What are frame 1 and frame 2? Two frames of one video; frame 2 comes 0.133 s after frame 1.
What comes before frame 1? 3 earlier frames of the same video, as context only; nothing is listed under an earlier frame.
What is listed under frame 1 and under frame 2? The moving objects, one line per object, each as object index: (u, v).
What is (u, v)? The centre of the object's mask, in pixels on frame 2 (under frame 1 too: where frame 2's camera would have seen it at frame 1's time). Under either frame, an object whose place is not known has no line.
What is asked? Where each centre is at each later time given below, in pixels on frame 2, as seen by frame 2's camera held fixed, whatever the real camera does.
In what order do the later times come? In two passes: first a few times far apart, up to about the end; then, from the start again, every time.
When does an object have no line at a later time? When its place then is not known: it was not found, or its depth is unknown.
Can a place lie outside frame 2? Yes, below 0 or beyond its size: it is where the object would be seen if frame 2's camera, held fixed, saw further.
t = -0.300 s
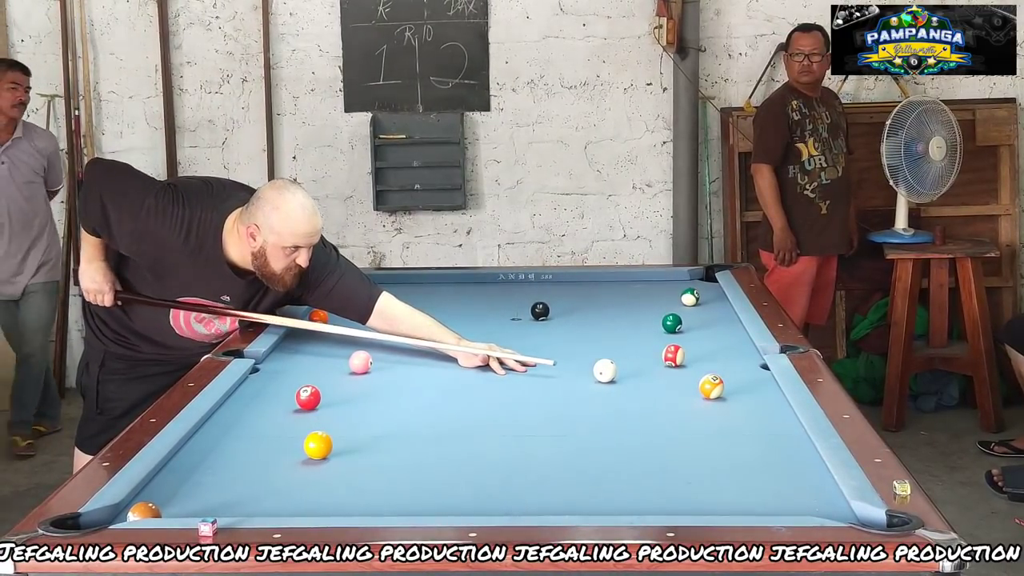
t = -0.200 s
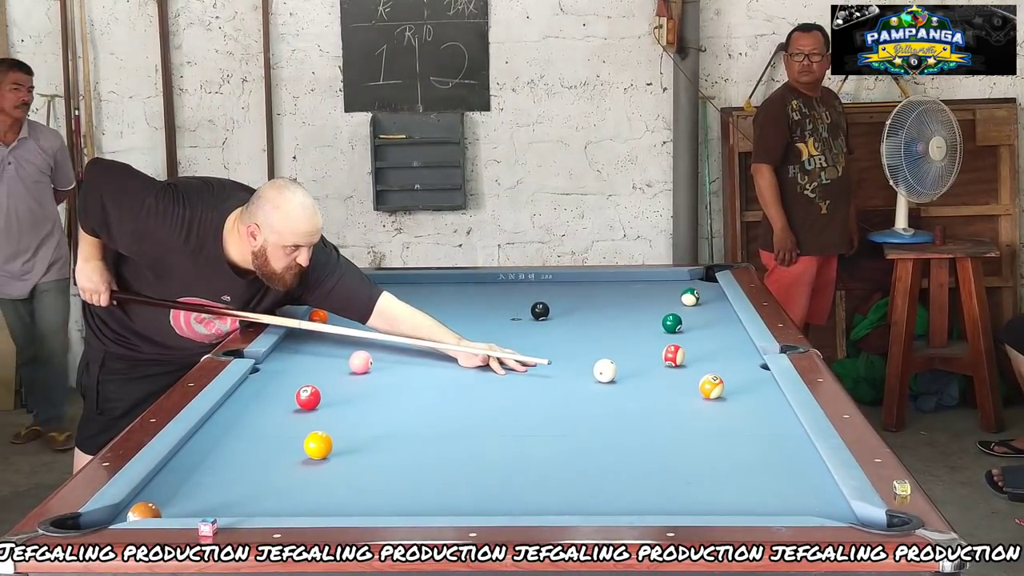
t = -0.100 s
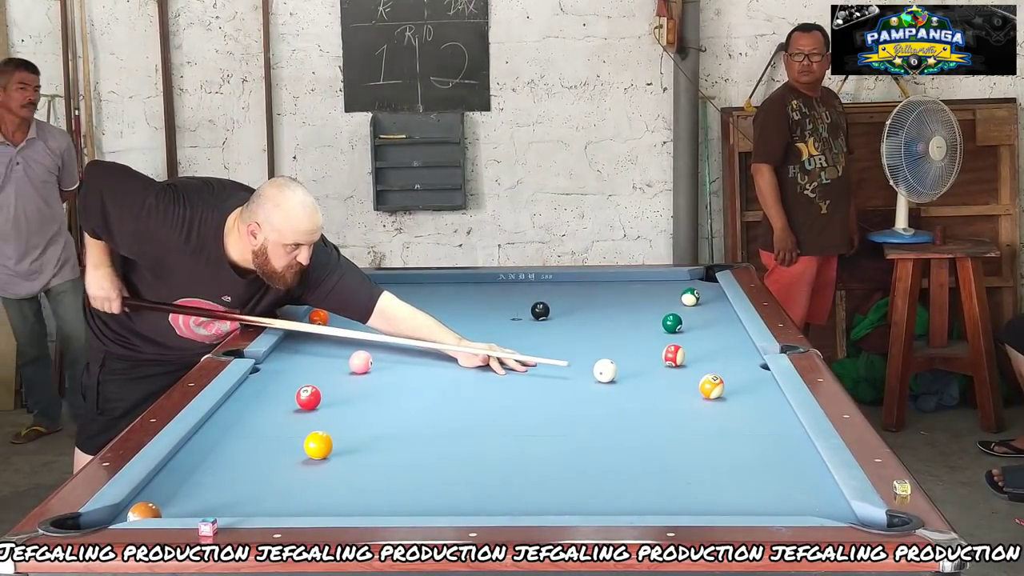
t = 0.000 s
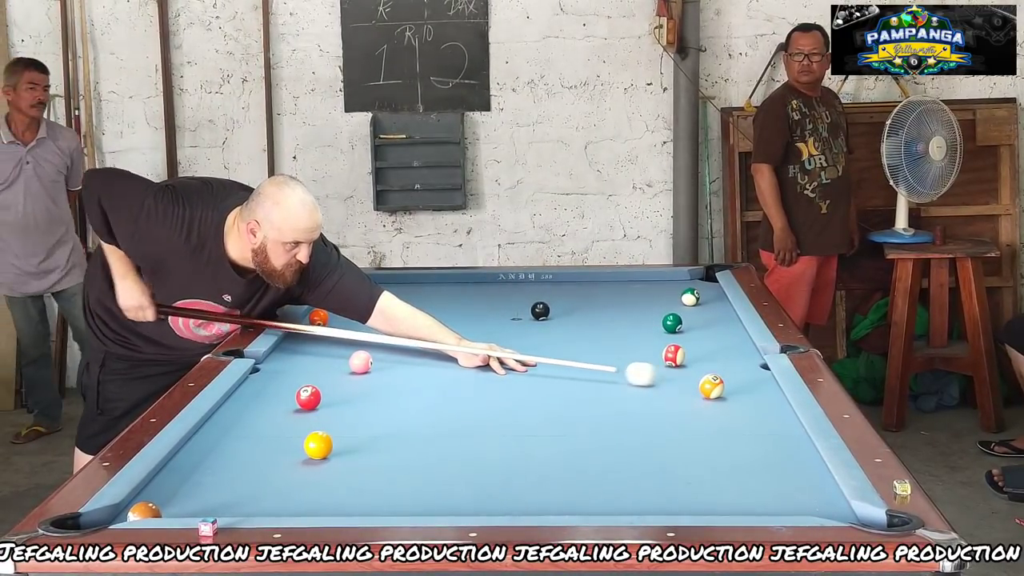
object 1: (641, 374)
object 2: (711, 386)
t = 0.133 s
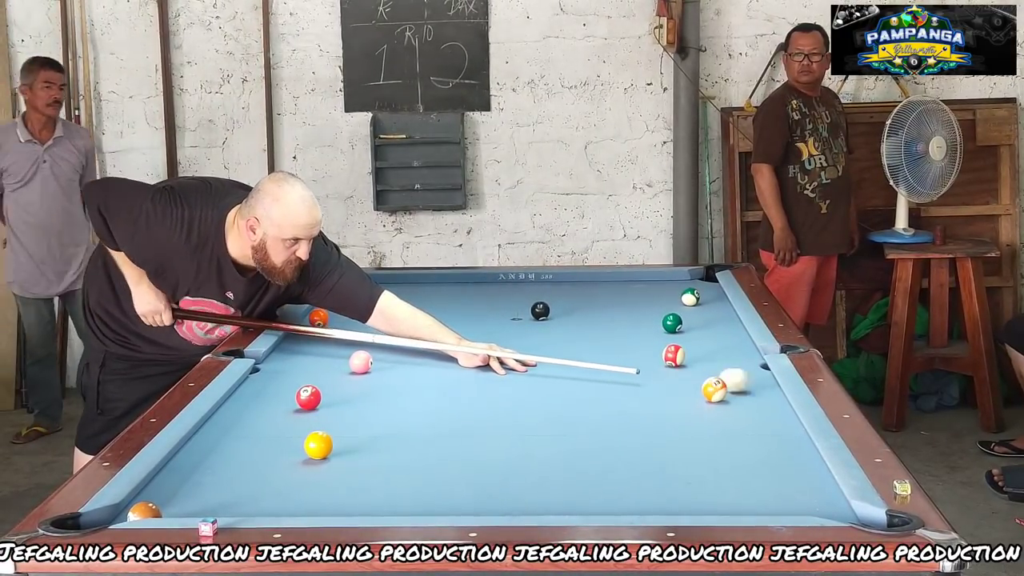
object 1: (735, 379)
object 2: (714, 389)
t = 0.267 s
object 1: (732, 379)
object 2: (721, 397)
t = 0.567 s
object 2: (737, 414)
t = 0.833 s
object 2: (750, 430)
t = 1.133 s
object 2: (764, 449)
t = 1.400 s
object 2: (778, 466)
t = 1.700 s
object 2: (793, 486)
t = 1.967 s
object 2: (806, 502)
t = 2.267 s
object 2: (829, 511)
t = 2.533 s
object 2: (866, 522)
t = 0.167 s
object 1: (754, 380)
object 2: (716, 391)
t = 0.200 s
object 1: (759, 380)
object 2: (718, 393)
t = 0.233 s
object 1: (744, 380)
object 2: (720, 395)
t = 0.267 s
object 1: (732, 379)
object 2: (721, 397)
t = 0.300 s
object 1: (719, 378)
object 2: (723, 399)
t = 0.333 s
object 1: (708, 379)
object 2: (725, 401)
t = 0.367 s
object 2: (726, 403)
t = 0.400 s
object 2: (728, 405)
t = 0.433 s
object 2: (730, 407)
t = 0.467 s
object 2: (732, 409)
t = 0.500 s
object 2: (733, 411)
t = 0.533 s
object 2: (735, 413)
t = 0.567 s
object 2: (737, 414)
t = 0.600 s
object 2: (738, 416)
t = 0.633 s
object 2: (740, 419)
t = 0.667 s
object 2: (742, 421)
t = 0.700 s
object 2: (743, 423)
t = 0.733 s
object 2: (745, 425)
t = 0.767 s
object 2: (746, 426)
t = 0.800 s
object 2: (748, 428)
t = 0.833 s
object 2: (750, 430)
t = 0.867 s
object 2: (751, 432)
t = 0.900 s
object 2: (753, 434)
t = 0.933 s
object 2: (755, 437)
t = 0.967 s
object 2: (757, 439)
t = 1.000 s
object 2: (758, 441)
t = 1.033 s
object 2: (760, 443)
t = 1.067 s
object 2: (761, 445)
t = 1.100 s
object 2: (763, 447)
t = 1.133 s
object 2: (764, 449)
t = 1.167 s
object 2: (766, 451)
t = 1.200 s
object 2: (767, 453)
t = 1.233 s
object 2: (769, 455)
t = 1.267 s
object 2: (771, 458)
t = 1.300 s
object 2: (773, 460)
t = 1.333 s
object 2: (774, 462)
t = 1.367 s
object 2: (776, 464)
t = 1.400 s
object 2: (778, 466)
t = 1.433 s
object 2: (780, 469)
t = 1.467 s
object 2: (781, 471)
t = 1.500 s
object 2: (783, 473)
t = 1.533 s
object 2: (784, 475)
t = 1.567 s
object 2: (786, 477)
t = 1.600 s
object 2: (787, 480)
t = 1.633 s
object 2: (789, 482)
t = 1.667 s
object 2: (791, 484)
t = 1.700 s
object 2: (793, 486)
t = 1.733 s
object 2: (794, 488)
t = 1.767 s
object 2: (796, 490)
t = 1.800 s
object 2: (798, 493)
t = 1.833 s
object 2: (800, 495)
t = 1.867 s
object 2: (801, 497)
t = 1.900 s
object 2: (803, 499)
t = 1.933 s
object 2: (805, 501)
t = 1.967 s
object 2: (806, 502)
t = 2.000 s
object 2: (808, 504)
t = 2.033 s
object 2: (809, 505)
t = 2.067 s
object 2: (811, 506)
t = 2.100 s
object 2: (813, 508)
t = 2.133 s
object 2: (815, 509)
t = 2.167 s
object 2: (817, 510)
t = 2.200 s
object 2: (820, 510)
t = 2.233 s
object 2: (825, 511)
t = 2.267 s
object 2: (829, 511)
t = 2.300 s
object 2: (833, 511)
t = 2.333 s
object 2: (837, 512)
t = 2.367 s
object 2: (841, 512)
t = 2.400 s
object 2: (845, 513)
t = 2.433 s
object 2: (849, 513)
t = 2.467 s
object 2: (854, 514)
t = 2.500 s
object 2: (860, 518)
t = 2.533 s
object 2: (866, 522)
